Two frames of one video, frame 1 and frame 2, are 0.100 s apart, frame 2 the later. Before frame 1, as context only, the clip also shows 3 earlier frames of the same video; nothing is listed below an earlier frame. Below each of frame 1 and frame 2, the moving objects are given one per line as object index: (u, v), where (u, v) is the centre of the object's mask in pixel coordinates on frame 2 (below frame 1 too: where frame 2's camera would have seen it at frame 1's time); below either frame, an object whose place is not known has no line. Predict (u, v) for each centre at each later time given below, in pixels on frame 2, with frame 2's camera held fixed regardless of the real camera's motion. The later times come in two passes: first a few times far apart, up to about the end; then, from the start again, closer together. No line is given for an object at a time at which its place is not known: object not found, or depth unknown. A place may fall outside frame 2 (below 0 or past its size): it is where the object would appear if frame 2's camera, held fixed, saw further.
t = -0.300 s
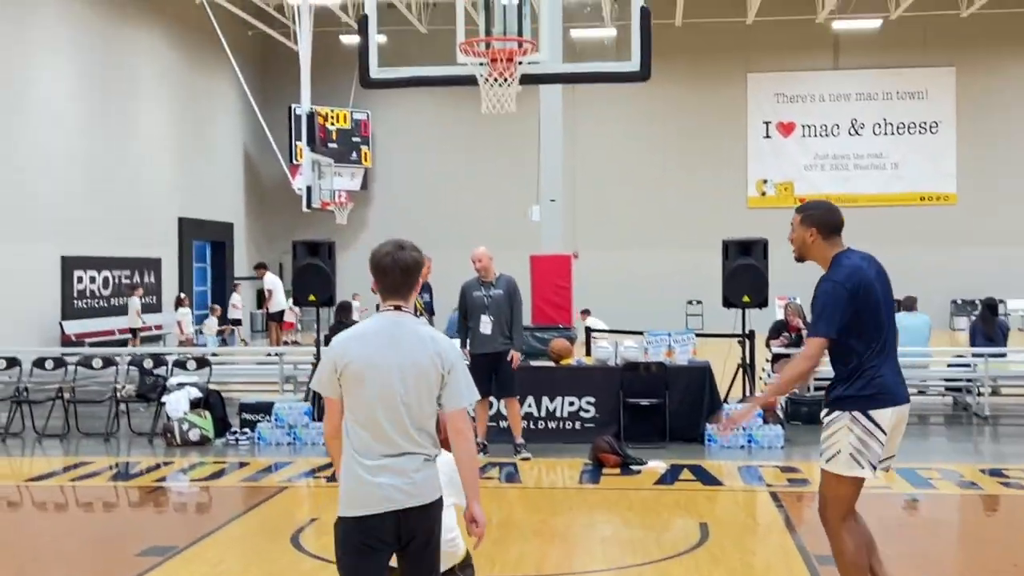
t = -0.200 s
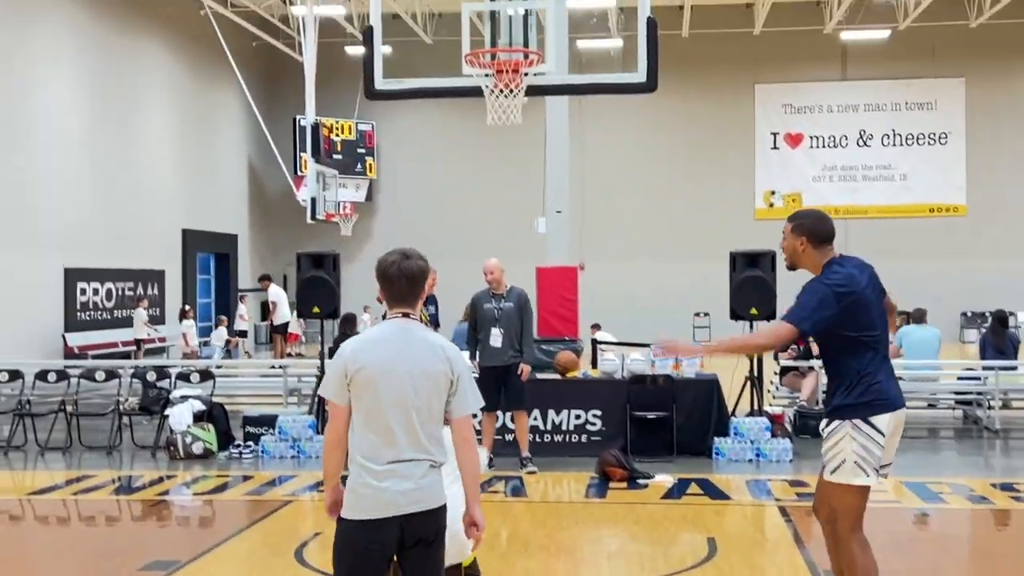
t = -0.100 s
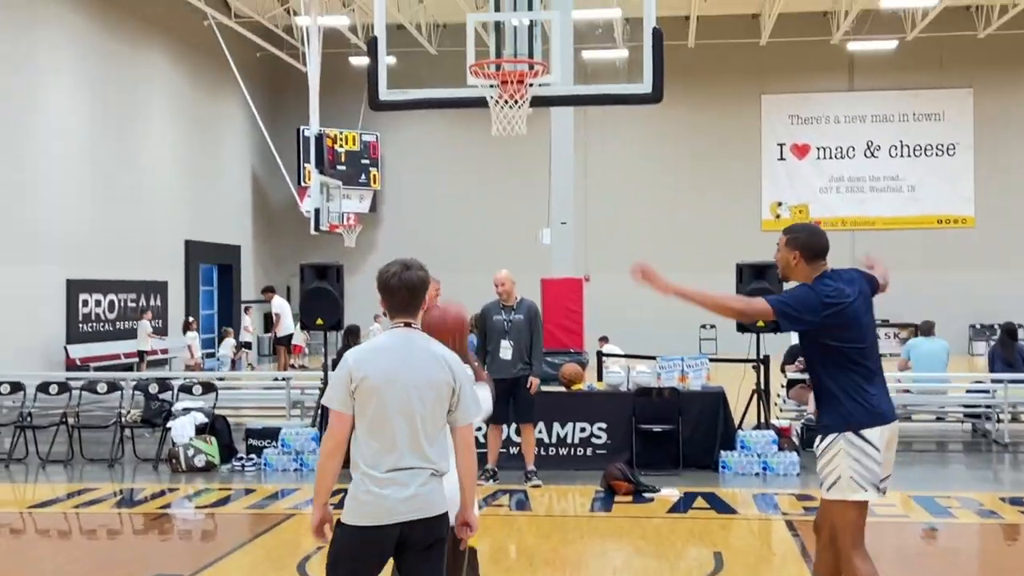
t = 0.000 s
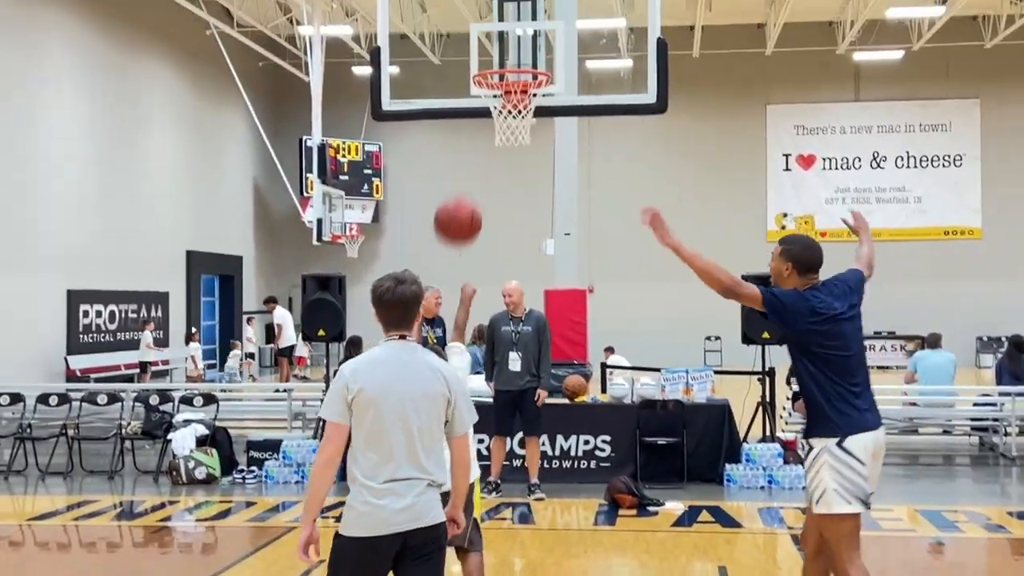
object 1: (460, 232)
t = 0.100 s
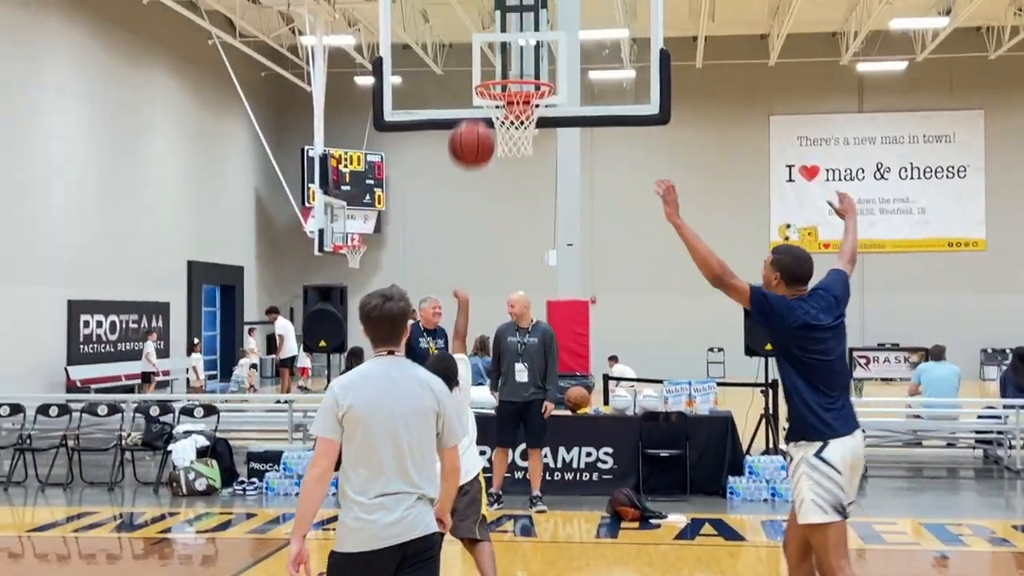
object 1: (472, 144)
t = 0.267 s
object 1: (488, 56)
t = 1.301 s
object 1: (333, 198)
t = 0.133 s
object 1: (474, 120)
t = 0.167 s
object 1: (478, 101)
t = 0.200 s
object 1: (481, 83)
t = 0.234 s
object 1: (484, 68)
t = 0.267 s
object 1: (488, 56)
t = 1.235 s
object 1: (358, 156)
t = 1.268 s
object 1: (344, 177)
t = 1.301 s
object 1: (333, 198)
